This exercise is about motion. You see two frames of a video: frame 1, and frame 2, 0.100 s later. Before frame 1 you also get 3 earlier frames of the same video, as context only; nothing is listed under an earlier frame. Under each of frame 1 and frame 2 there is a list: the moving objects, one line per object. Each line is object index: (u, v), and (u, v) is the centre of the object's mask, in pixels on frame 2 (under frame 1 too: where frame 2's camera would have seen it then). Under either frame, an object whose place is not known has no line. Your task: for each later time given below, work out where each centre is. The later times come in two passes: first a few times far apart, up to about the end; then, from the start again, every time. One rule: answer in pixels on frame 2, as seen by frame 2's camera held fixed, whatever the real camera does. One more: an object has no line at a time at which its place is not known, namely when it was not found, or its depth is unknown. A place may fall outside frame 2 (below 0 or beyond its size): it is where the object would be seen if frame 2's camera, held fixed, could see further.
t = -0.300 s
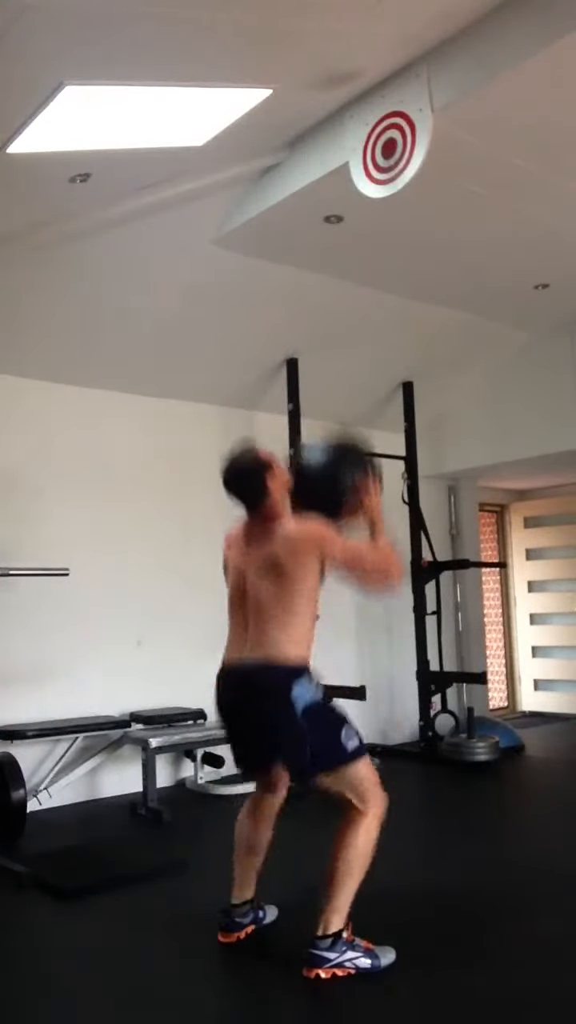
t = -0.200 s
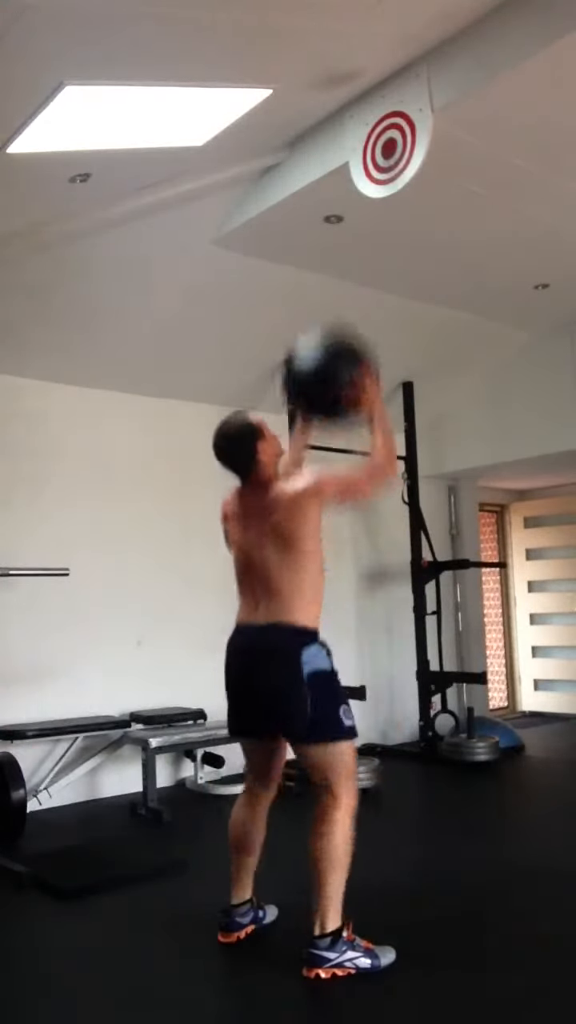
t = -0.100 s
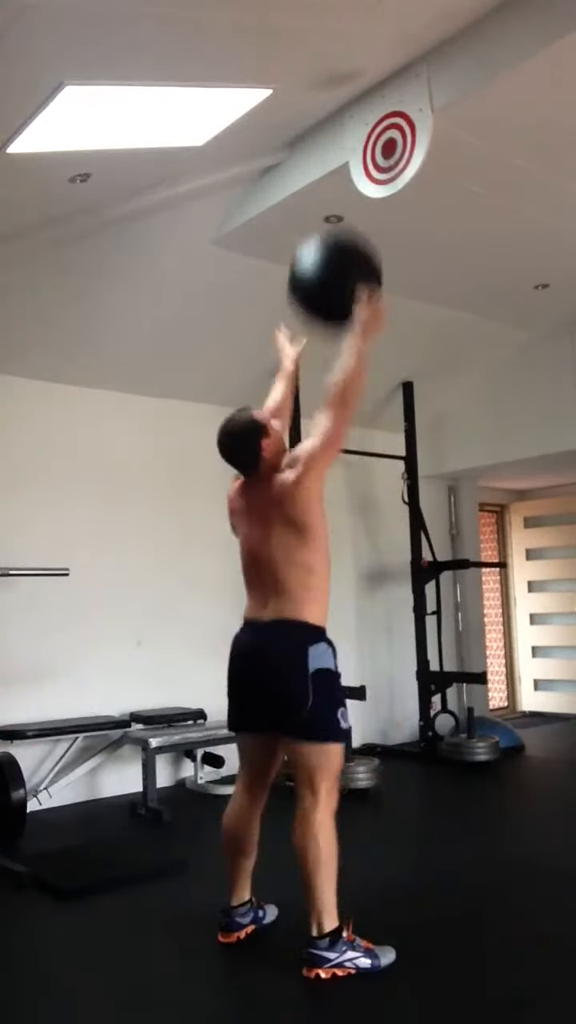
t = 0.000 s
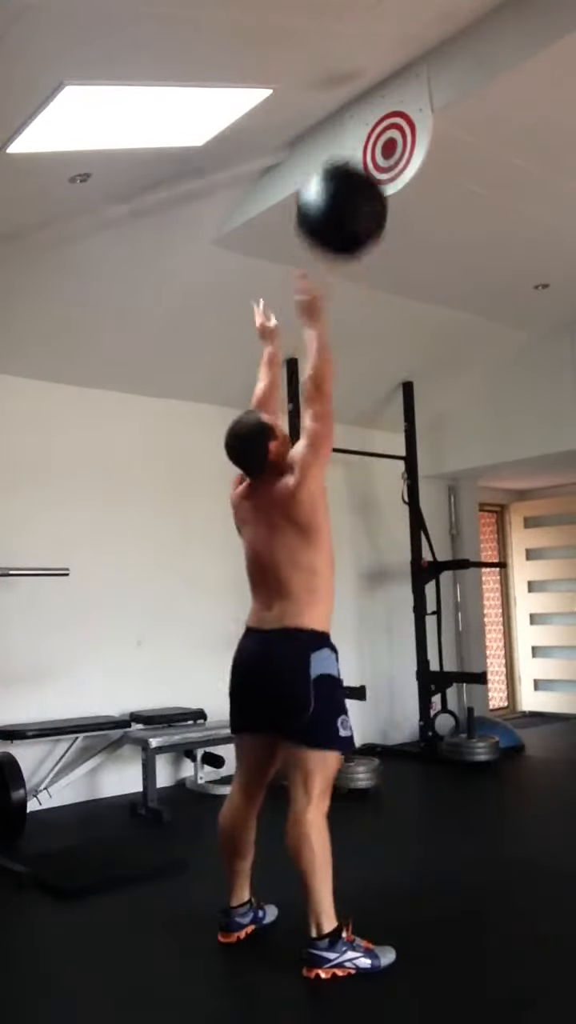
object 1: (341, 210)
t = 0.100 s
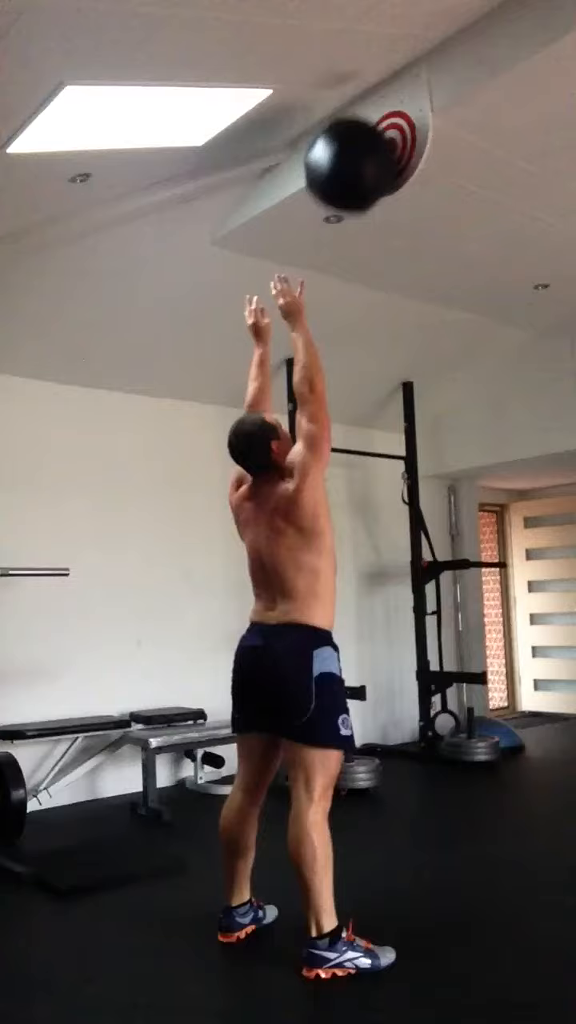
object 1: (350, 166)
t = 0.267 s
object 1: (359, 145)
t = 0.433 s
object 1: (344, 175)
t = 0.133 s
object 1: (353, 157)
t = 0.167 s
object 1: (358, 151)
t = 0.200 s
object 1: (360, 147)
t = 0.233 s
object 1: (361, 146)
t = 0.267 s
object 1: (359, 145)
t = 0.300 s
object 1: (356, 145)
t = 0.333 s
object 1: (355, 149)
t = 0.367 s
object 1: (351, 155)
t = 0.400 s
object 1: (348, 163)
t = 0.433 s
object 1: (344, 175)
